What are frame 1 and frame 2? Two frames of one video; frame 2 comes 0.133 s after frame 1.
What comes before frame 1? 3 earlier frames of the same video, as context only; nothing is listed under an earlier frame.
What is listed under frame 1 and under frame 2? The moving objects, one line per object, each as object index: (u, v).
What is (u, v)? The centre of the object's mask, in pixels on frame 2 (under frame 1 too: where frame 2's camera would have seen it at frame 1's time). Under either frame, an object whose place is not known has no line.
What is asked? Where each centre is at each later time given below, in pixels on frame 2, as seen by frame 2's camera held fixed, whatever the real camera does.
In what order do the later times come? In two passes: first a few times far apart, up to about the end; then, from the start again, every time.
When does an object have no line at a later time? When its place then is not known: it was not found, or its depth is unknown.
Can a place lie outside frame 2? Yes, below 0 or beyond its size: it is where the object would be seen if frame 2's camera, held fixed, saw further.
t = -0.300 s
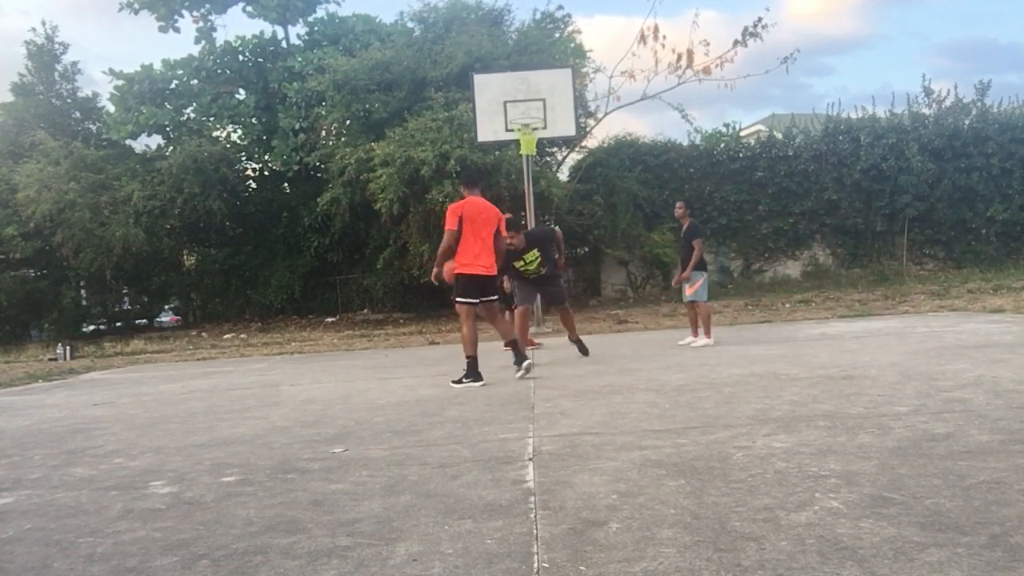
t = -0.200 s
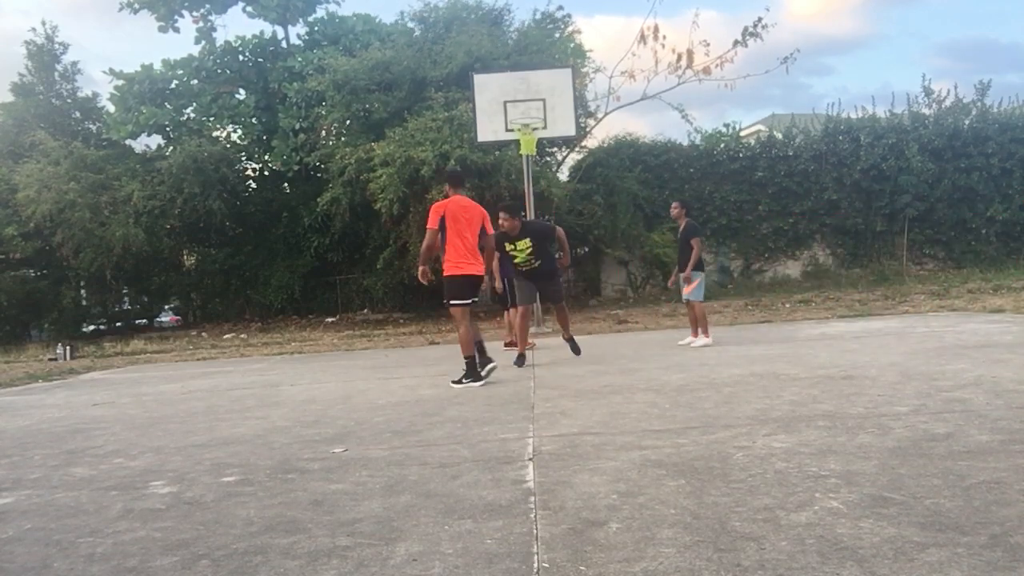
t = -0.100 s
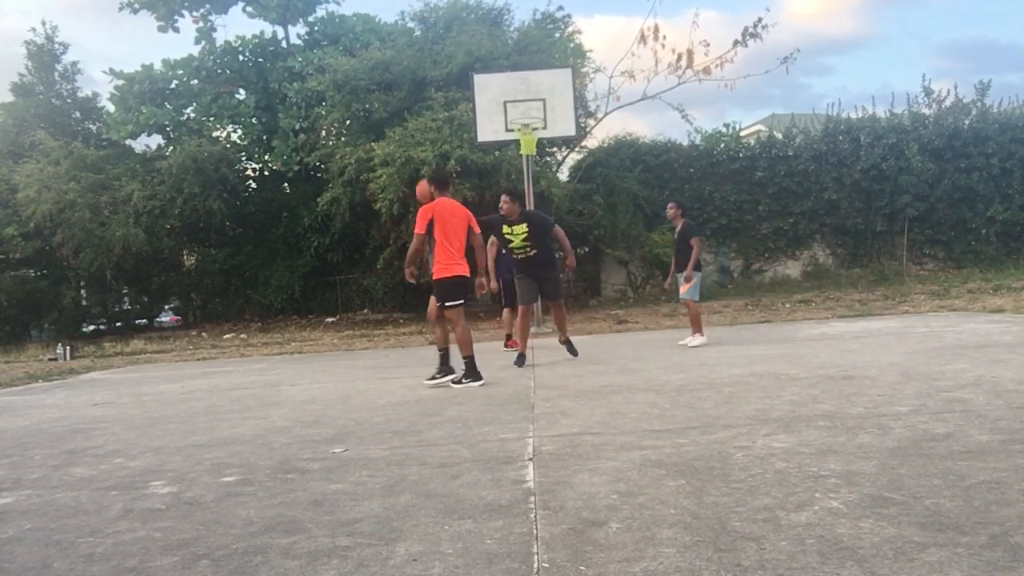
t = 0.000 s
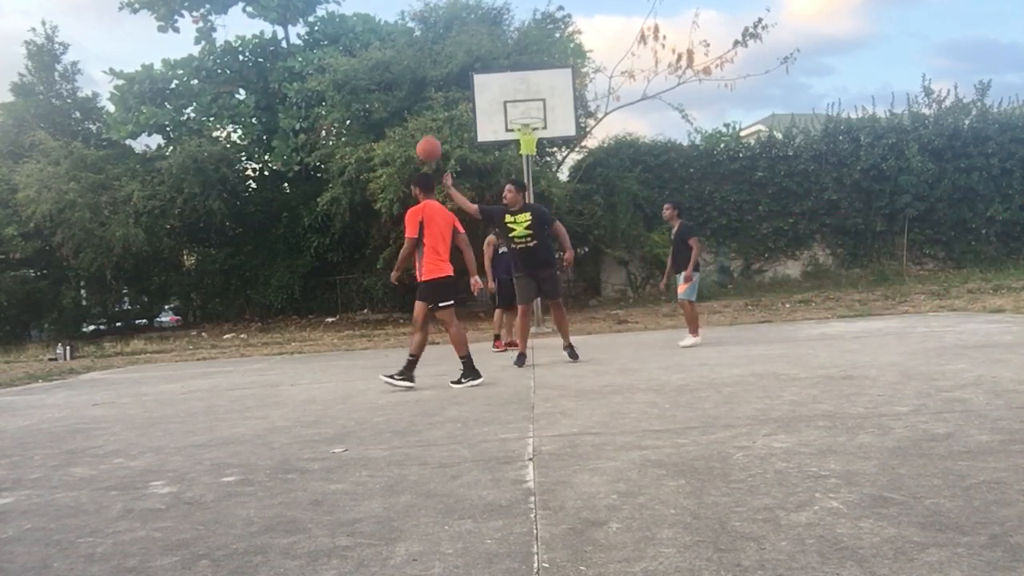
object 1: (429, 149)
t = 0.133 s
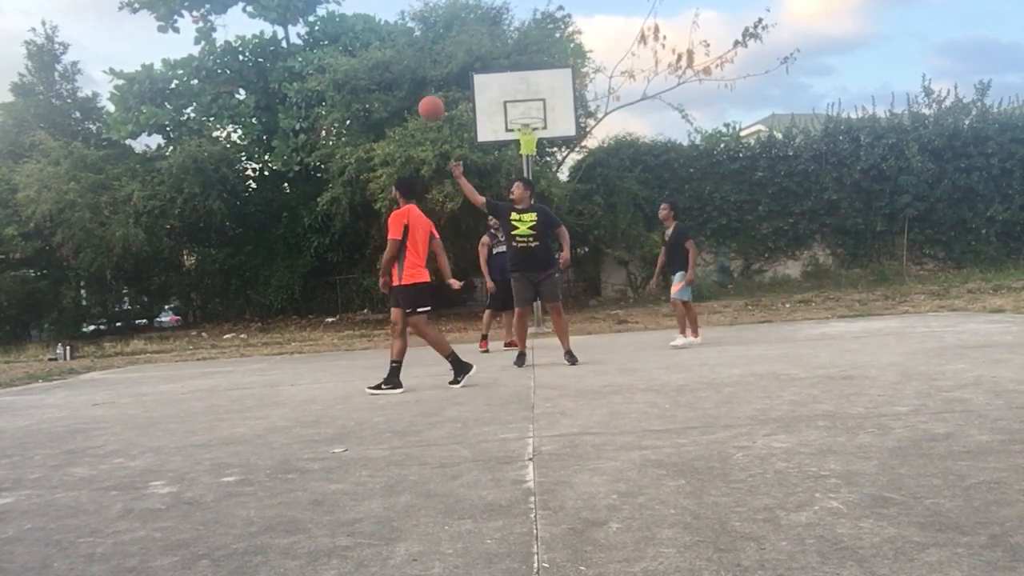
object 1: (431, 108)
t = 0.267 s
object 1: (433, 85)
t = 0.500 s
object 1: (440, 89)
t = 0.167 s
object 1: (431, 101)
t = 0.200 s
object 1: (432, 95)
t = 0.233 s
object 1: (432, 89)
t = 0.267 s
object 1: (433, 85)
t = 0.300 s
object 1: (434, 83)
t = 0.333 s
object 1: (435, 82)
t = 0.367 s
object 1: (435, 82)
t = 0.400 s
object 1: (436, 82)
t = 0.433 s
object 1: (437, 83)
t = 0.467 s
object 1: (439, 86)
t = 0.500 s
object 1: (440, 89)
